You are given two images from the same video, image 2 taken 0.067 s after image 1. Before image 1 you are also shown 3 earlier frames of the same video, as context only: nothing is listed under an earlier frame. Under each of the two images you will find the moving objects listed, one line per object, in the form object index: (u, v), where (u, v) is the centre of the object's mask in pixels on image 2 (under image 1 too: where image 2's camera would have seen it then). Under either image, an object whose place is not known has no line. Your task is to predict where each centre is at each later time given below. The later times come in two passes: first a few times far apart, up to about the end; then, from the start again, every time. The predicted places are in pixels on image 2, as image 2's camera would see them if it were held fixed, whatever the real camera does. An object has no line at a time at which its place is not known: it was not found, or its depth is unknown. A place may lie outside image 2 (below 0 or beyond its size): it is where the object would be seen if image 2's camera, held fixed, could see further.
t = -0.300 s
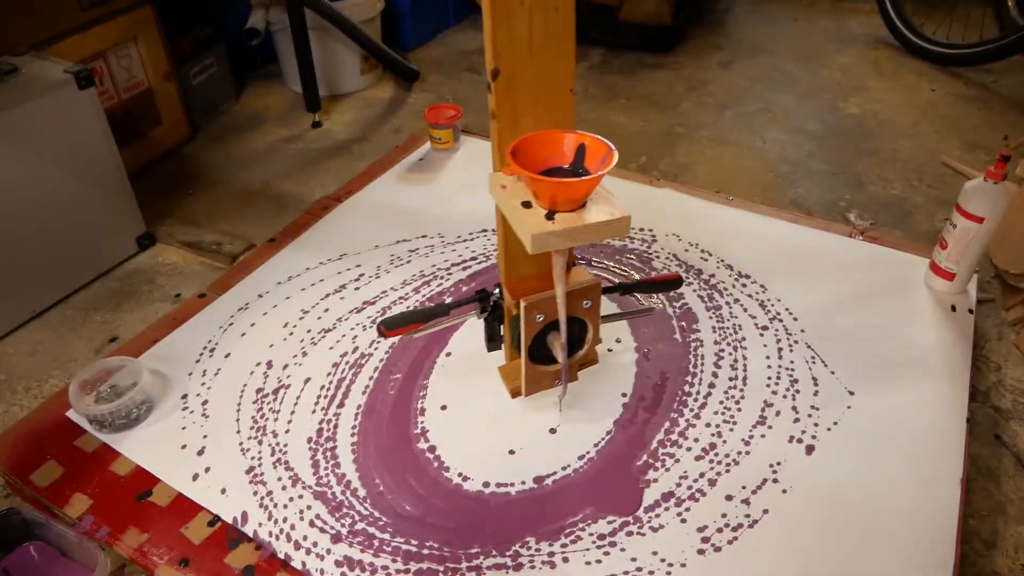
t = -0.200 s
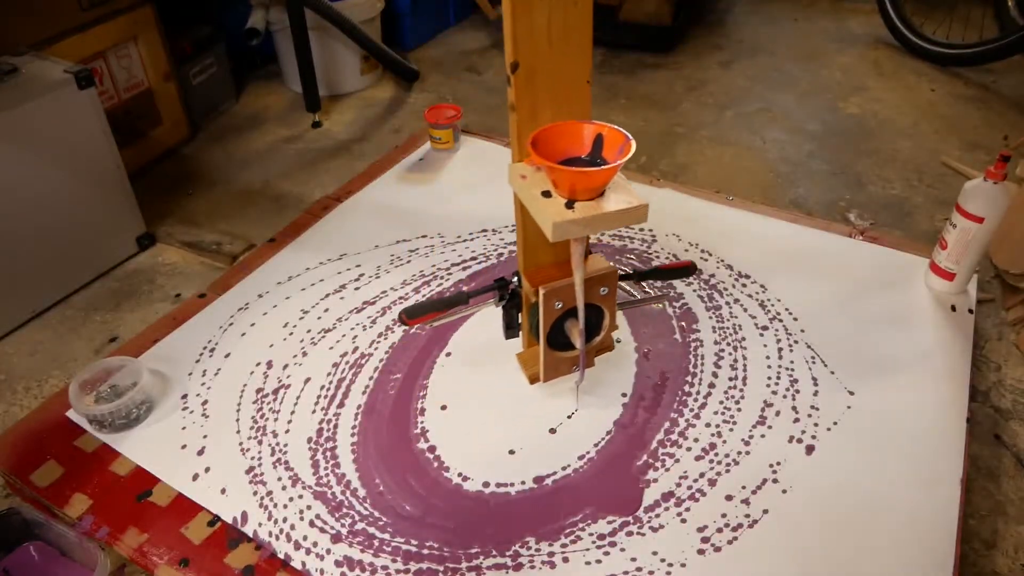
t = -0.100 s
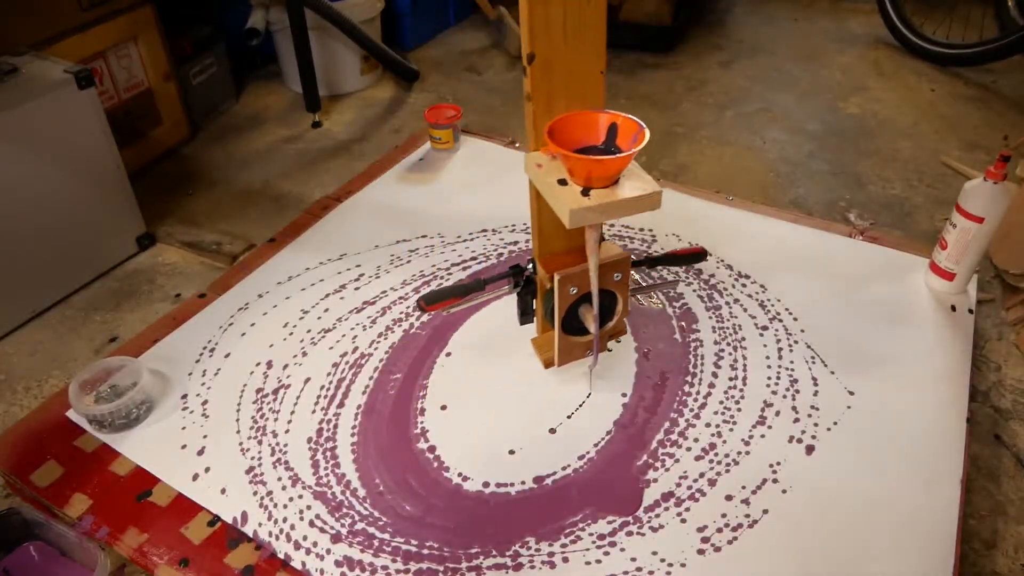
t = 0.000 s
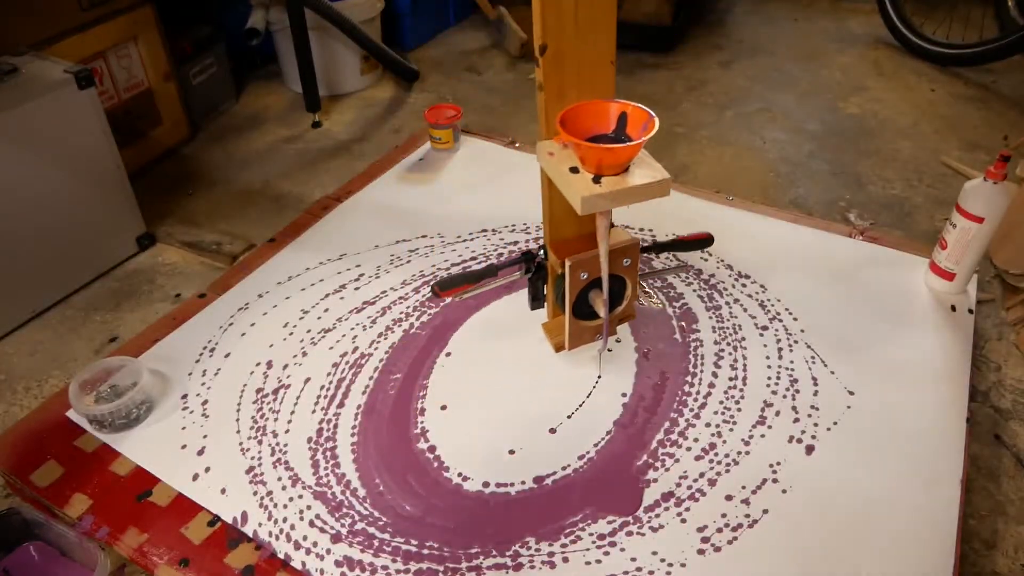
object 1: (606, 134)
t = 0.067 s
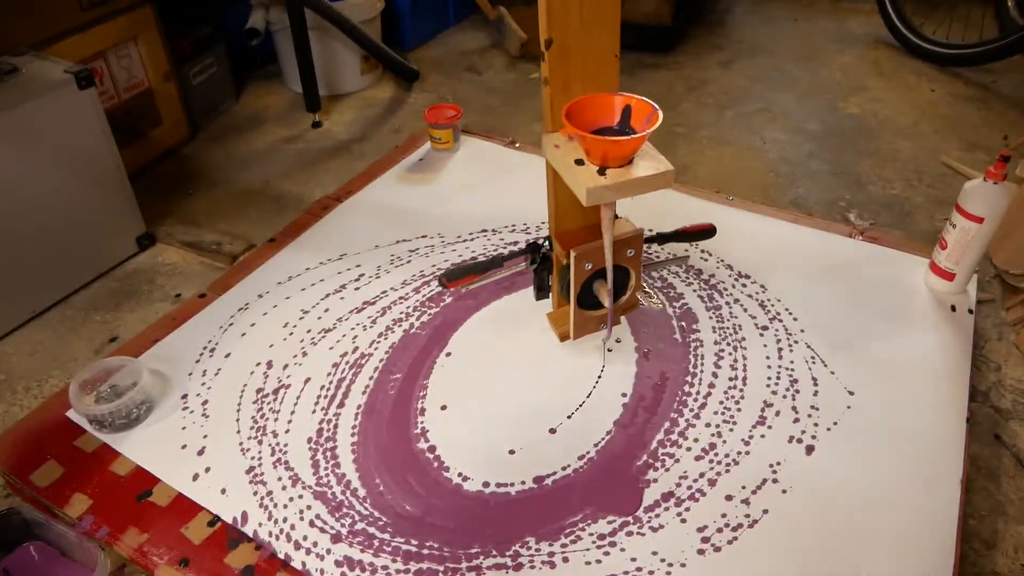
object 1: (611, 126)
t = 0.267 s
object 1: (612, 106)
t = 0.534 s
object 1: (588, 90)
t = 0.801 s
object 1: (545, 90)
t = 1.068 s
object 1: (495, 105)
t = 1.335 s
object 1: (450, 130)
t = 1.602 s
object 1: (430, 158)
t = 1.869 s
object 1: (447, 179)
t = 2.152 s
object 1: (503, 182)
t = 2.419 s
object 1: (565, 164)
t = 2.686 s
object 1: (606, 135)
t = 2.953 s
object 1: (615, 107)
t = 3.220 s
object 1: (594, 90)
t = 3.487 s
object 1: (553, 90)
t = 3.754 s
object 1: (504, 103)
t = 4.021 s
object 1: (460, 128)
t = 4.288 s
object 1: (439, 155)
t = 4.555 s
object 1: (455, 176)
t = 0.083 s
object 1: (612, 124)
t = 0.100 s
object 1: (612, 123)
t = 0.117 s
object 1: (612, 121)
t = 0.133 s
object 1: (613, 119)
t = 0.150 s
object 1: (613, 117)
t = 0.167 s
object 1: (613, 115)
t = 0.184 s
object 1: (613, 114)
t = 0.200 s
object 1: (613, 112)
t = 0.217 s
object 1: (613, 111)
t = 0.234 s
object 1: (613, 109)
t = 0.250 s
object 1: (612, 108)
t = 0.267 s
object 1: (612, 106)
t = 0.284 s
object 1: (611, 105)
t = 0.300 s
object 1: (610, 103)
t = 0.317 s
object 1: (610, 102)
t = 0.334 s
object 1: (609, 101)
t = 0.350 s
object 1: (607, 100)
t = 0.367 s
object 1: (606, 98)
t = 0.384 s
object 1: (605, 97)
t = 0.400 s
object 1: (603, 96)
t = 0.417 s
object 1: (602, 95)
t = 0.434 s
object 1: (600, 94)
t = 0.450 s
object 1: (598, 94)
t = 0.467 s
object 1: (597, 93)
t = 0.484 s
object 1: (595, 92)
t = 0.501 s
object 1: (593, 91)
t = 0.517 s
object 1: (590, 91)
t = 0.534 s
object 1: (588, 90)
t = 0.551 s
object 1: (586, 90)
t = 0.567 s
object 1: (584, 89)
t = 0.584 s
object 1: (581, 89)
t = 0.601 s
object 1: (579, 89)
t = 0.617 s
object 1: (576, 89)
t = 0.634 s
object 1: (574, 88)
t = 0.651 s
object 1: (571, 88)
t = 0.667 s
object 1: (569, 88)
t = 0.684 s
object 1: (566, 88)
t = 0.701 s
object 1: (563, 88)
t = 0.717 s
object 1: (560, 89)
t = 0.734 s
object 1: (557, 89)
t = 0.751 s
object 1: (554, 89)
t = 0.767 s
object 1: (552, 89)
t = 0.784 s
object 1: (548, 90)
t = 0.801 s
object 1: (545, 90)
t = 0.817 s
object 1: (542, 91)
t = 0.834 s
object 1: (539, 91)
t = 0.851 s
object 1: (536, 92)
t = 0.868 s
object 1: (533, 92)
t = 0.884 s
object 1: (530, 93)
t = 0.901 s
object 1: (526, 94)
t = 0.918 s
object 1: (523, 95)
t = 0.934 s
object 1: (520, 96)
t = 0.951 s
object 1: (517, 97)
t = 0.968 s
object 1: (514, 98)
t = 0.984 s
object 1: (511, 99)
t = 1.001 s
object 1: (507, 100)
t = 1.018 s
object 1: (504, 101)
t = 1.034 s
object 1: (501, 102)
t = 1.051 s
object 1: (498, 104)
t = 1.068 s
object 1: (495, 105)
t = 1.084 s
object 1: (492, 106)
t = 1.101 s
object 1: (488, 108)
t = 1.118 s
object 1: (485, 109)
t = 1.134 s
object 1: (482, 110)
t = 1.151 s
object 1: (479, 112)
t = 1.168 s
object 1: (476, 113)
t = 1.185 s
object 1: (474, 115)
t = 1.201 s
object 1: (471, 116)
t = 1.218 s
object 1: (468, 118)
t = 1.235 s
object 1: (465, 120)
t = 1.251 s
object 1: (462, 121)
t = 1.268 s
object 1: (460, 123)
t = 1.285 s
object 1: (457, 125)
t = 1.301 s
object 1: (455, 127)
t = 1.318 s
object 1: (452, 128)
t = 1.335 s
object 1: (450, 130)
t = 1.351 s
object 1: (448, 132)
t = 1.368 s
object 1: (446, 134)
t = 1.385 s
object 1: (444, 135)
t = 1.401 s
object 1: (443, 137)
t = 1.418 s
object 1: (441, 139)
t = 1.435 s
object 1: (439, 141)
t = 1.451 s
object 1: (438, 142)
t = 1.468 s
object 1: (436, 144)
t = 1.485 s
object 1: (435, 146)
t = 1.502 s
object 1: (434, 148)
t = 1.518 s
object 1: (433, 149)
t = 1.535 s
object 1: (432, 151)
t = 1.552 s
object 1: (431, 153)
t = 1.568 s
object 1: (431, 155)
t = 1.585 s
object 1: (430, 156)
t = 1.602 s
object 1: (430, 158)
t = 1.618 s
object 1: (430, 160)
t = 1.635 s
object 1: (430, 161)
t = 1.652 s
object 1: (430, 163)
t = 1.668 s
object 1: (430, 164)
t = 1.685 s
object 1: (431, 166)
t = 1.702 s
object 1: (432, 167)
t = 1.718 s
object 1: (432, 169)
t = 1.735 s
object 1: (434, 170)
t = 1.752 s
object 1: (435, 171)
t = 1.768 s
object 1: (436, 173)
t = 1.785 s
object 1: (437, 174)
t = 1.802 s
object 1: (439, 175)
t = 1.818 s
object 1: (441, 176)
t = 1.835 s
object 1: (443, 177)
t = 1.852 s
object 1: (445, 178)
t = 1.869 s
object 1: (447, 179)
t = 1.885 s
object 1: (450, 180)
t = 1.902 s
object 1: (452, 180)
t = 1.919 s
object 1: (455, 181)
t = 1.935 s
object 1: (457, 182)
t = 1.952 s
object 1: (461, 182)
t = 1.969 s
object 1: (464, 183)
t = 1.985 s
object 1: (467, 183)
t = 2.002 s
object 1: (470, 183)
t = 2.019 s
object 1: (473, 184)
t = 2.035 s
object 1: (477, 184)
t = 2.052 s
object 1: (481, 184)
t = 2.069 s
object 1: (484, 183)
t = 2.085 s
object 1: (488, 183)
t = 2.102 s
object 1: (491, 183)
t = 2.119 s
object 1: (496, 183)
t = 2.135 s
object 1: (499, 182)
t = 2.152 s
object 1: (503, 182)
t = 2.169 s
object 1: (507, 181)
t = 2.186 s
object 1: (511, 181)
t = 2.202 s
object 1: (515, 180)
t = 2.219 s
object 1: (519, 179)
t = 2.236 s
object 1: (523, 178)
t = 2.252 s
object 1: (527, 177)
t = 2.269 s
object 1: (531, 176)
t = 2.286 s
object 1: (535, 175)
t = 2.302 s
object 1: (539, 174)
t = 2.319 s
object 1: (543, 173)
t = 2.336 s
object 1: (547, 171)
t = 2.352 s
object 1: (551, 170)
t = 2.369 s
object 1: (554, 169)
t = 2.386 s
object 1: (558, 167)
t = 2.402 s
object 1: (562, 166)
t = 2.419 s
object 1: (565, 164)
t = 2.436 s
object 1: (569, 162)
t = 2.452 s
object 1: (572, 161)
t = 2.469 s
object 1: (575, 159)
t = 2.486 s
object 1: (578, 157)
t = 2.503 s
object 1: (581, 155)
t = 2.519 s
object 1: (584, 154)
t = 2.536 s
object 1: (587, 152)
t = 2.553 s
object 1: (589, 150)
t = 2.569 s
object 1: (592, 148)
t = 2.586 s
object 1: (594, 146)
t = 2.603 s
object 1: (597, 144)
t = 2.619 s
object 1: (599, 143)
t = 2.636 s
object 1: (601, 141)
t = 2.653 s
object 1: (603, 139)
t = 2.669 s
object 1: (604, 137)
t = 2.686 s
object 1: (606, 135)
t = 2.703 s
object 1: (608, 133)
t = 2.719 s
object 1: (609, 131)
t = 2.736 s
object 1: (610, 129)
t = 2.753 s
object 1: (611, 127)
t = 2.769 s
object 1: (612, 125)
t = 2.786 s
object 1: (613, 124)
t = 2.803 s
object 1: (614, 122)
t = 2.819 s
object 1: (614, 120)
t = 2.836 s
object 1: (615, 118)
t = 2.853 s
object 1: (615, 117)
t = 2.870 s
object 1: (615, 115)
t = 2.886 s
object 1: (616, 113)
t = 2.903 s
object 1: (616, 112)
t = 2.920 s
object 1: (615, 110)
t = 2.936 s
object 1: (615, 109)
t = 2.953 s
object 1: (615, 107)
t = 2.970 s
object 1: (614, 106)
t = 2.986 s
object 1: (614, 104)
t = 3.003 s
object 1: (613, 103)
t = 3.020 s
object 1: (612, 102)
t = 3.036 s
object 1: (611, 101)
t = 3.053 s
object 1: (610, 99)
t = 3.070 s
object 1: (609, 98)
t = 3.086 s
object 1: (608, 97)
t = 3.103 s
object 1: (606, 96)
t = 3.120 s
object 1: (605, 95)
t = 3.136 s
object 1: (603, 94)
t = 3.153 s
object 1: (601, 93)
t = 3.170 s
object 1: (600, 92)
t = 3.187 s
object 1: (598, 92)
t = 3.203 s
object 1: (596, 91)
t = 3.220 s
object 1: (594, 90)
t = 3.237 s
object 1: (592, 90)
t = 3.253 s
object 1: (590, 90)
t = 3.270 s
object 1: (587, 89)
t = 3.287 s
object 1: (585, 89)
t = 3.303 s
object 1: (583, 89)
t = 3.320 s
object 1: (580, 88)
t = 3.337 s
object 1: (578, 88)
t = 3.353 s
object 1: (575, 88)
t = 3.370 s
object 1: (573, 88)
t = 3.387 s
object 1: (570, 88)
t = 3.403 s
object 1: (567, 88)
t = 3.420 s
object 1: (564, 88)
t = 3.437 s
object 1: (562, 89)
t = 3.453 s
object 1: (559, 89)
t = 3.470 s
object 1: (556, 89)
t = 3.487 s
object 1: (553, 90)
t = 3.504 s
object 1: (550, 90)
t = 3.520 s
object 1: (547, 91)
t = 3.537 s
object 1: (544, 91)
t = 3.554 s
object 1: (541, 92)
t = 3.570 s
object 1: (538, 92)
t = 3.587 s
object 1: (535, 93)
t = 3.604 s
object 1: (532, 94)
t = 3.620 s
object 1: (528, 95)
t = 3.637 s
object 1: (525, 96)
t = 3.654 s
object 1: (522, 97)
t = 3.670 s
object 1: (519, 98)
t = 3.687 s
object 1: (516, 99)
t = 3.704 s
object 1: (513, 100)
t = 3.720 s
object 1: (510, 101)
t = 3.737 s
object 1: (507, 102)
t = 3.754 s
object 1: (504, 103)
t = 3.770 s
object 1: (500, 105)
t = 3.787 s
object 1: (498, 106)
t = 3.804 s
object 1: (495, 107)
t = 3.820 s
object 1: (492, 109)
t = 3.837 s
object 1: (489, 110)
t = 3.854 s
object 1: (486, 111)
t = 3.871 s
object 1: (483, 113)
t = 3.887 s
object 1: (480, 115)
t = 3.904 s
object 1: (477, 116)
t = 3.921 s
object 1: (475, 118)
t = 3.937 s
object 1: (472, 119)
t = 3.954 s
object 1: (470, 121)
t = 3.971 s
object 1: (467, 123)
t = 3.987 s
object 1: (465, 125)
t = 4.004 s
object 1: (462, 126)
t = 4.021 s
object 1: (460, 128)
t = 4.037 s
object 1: (458, 130)
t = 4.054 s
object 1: (456, 131)
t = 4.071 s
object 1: (454, 133)
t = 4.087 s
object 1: (452, 135)
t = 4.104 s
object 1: (450, 136)
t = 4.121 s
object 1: (449, 138)
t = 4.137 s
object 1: (447, 140)
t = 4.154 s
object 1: (446, 142)
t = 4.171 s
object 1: (444, 143)
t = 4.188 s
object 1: (443, 145)
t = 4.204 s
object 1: (442, 147)
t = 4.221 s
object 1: (441, 149)
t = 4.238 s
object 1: (440, 150)
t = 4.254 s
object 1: (440, 152)
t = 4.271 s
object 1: (439, 154)
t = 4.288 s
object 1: (439, 155)
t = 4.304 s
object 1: (439, 157)
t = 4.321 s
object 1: (439, 159)
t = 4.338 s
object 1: (439, 160)
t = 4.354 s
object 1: (439, 162)
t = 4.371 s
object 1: (440, 163)
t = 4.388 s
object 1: (440, 165)
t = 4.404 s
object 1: (441, 166)
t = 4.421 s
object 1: (442, 168)
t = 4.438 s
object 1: (443, 169)
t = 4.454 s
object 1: (444, 170)
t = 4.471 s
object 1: (445, 171)
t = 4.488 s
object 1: (447, 172)
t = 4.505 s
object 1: (449, 173)
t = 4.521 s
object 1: (450, 174)
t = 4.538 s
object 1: (452, 175)
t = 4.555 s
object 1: (455, 176)
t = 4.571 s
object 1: (457, 177)
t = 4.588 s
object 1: (459, 178)
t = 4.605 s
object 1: (462, 179)
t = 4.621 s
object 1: (465, 179)
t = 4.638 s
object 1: (467, 180)
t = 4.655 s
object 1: (470, 180)
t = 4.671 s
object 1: (474, 181)
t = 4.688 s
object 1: (477, 181)
